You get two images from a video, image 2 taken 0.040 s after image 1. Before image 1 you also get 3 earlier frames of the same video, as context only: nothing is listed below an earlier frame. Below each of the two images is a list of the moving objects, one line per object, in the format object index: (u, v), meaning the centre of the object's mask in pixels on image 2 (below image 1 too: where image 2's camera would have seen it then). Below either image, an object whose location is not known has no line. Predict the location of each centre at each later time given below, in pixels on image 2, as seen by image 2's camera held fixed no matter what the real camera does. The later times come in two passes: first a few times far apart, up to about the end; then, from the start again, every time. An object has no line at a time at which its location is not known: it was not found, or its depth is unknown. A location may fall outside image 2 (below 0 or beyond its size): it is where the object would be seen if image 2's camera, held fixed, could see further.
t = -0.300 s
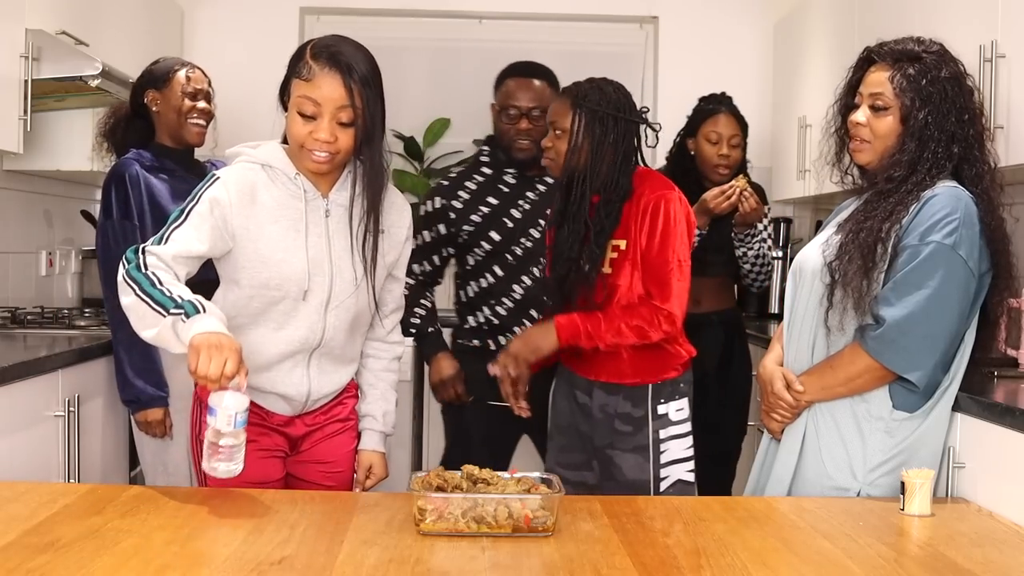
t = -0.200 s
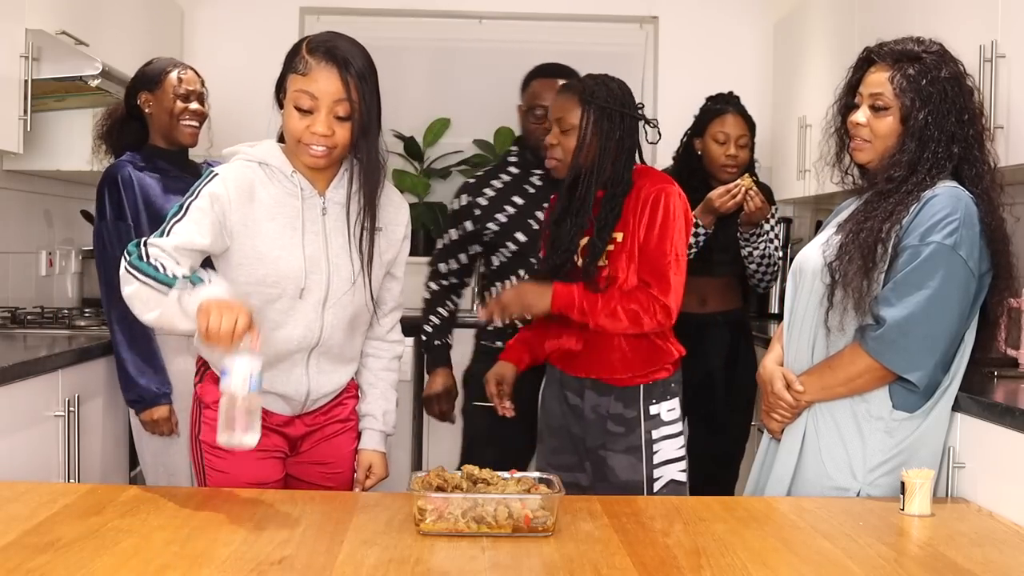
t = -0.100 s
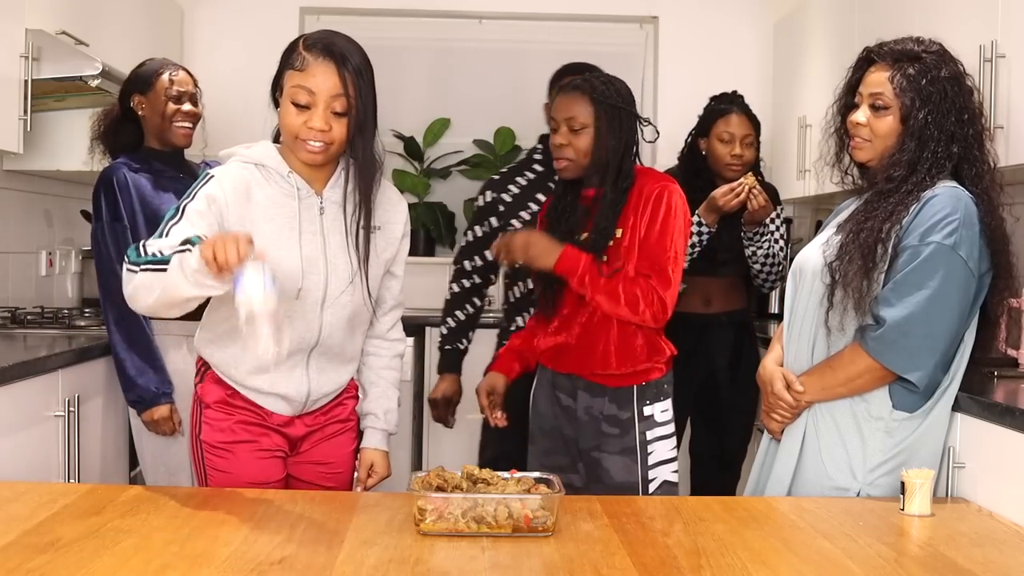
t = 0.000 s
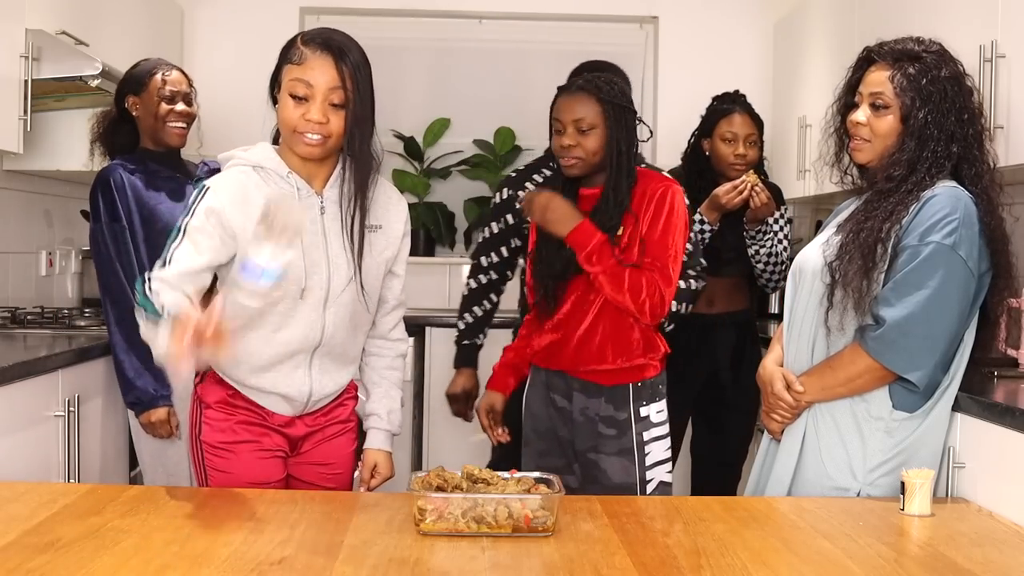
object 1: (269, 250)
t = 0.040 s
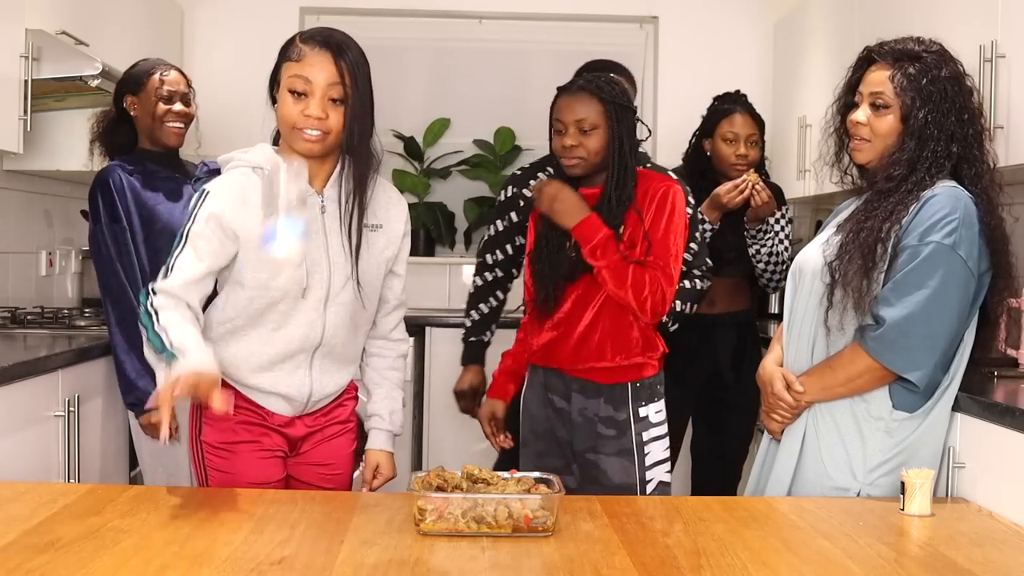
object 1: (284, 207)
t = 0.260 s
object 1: (322, 269)
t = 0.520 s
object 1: (362, 554)
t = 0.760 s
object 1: (374, 557)
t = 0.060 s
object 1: (290, 201)
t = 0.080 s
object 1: (293, 194)
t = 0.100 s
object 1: (296, 188)
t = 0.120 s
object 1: (299, 187)
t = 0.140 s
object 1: (303, 190)
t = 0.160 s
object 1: (305, 193)
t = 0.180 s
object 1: (308, 200)
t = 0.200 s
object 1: (312, 212)
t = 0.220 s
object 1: (315, 227)
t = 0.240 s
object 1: (317, 243)
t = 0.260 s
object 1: (322, 269)
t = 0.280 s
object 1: (326, 292)
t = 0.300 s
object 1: (329, 319)
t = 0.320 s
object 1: (331, 347)
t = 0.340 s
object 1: (330, 384)
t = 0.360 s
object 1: (332, 426)
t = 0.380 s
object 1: (335, 466)
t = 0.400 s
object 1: (341, 511)
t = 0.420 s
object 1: (349, 542)
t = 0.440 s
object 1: (346, 549)
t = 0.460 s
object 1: (351, 550)
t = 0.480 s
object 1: (356, 552)
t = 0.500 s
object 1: (359, 553)
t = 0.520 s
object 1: (362, 554)
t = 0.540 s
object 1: (365, 555)
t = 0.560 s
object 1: (367, 556)
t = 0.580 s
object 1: (369, 556)
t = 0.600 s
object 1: (370, 556)
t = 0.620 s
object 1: (371, 557)
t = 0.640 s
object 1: (372, 557)
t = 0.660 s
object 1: (373, 557)
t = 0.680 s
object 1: (373, 557)
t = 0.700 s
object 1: (373, 557)
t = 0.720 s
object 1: (374, 557)
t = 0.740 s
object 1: (374, 557)
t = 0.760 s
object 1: (374, 557)
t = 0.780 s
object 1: (374, 557)
